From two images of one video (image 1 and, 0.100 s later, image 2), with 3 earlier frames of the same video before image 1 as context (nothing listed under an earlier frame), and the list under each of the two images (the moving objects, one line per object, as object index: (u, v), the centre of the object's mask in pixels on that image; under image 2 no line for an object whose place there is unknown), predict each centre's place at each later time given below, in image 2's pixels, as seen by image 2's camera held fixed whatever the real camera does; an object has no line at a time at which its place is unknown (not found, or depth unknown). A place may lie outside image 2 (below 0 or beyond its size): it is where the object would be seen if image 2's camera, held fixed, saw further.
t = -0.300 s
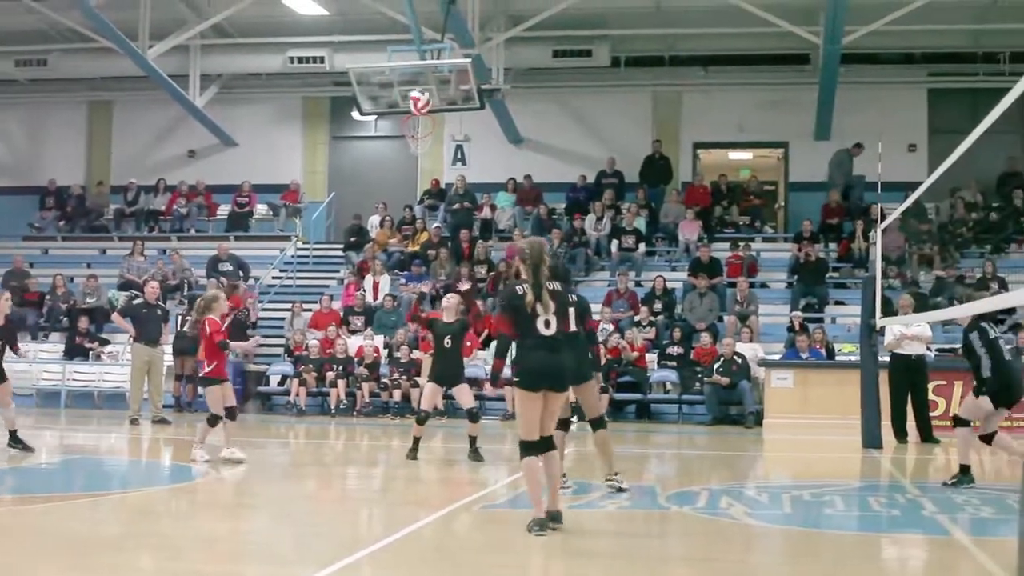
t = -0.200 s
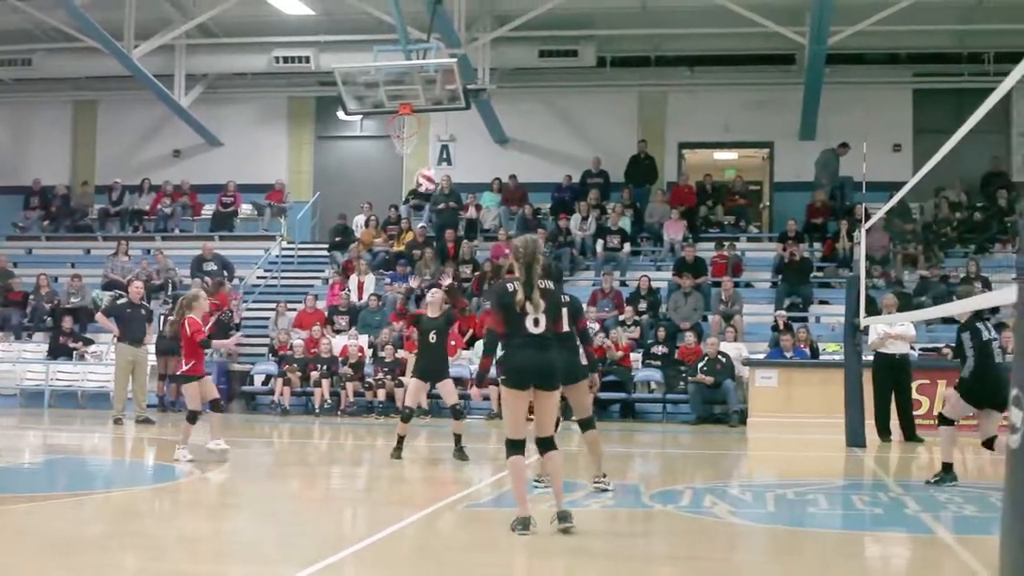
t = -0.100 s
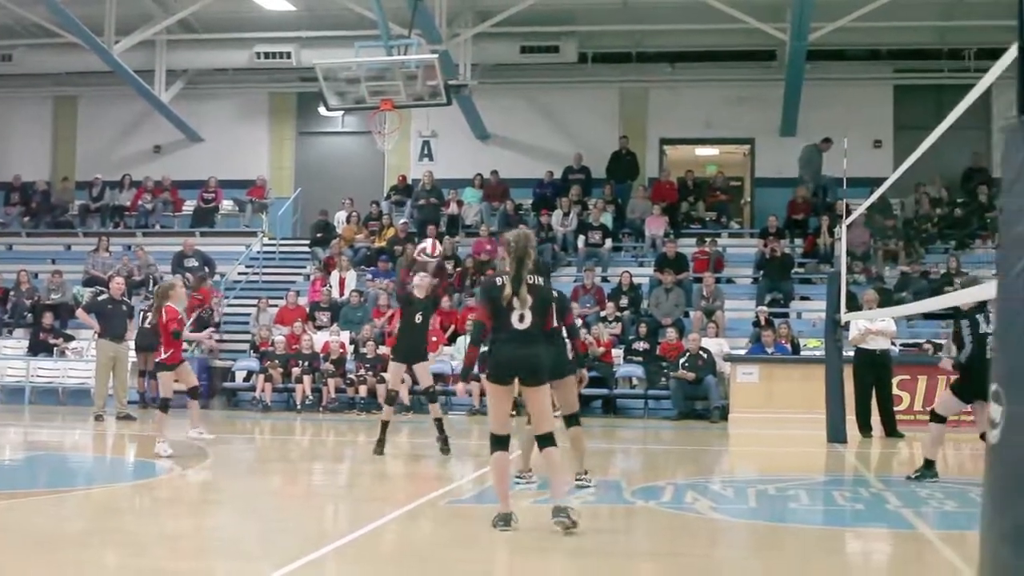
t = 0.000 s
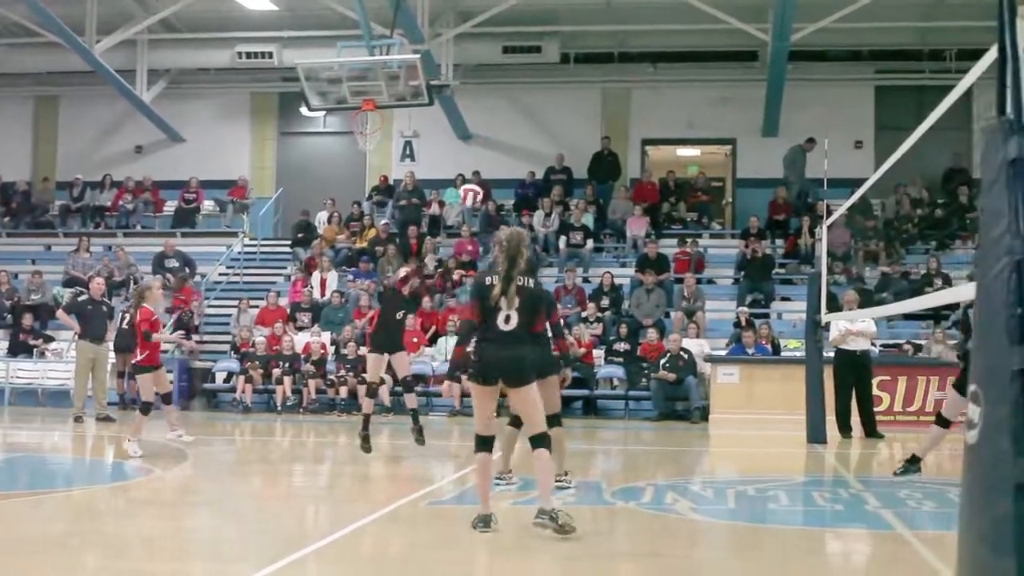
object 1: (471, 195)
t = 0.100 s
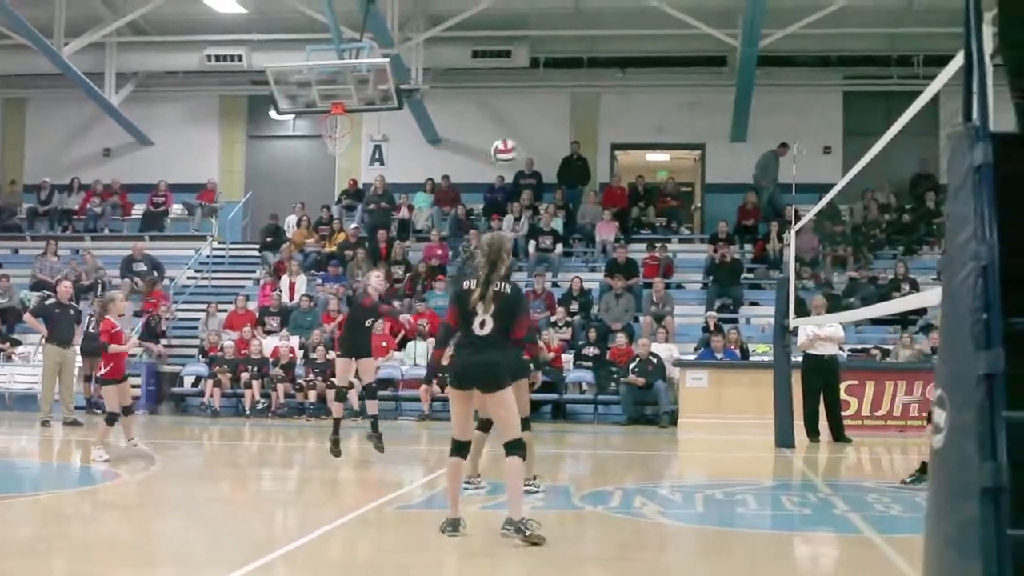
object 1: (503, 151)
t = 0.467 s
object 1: (771, 60)
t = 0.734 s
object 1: (1003, 98)
